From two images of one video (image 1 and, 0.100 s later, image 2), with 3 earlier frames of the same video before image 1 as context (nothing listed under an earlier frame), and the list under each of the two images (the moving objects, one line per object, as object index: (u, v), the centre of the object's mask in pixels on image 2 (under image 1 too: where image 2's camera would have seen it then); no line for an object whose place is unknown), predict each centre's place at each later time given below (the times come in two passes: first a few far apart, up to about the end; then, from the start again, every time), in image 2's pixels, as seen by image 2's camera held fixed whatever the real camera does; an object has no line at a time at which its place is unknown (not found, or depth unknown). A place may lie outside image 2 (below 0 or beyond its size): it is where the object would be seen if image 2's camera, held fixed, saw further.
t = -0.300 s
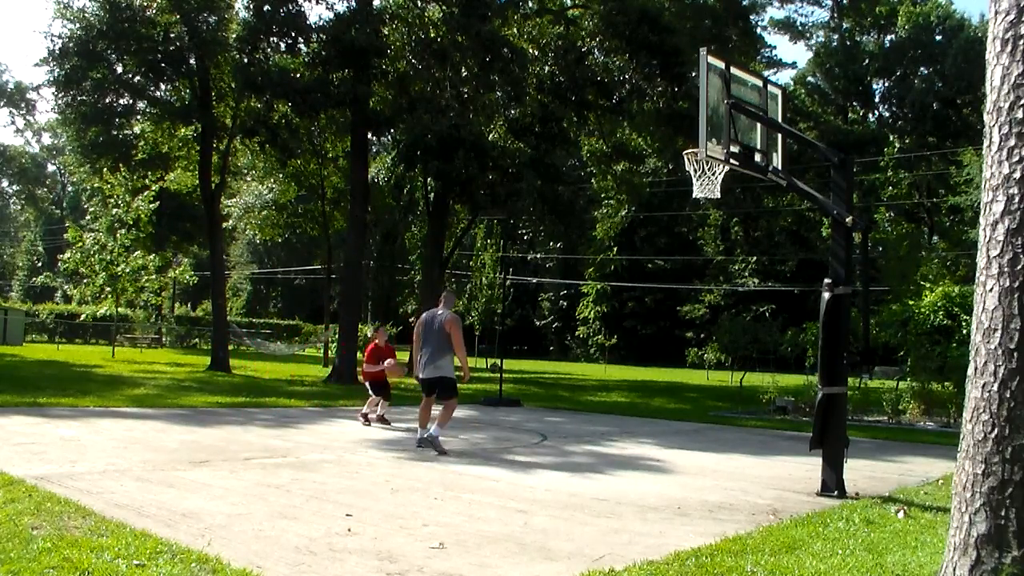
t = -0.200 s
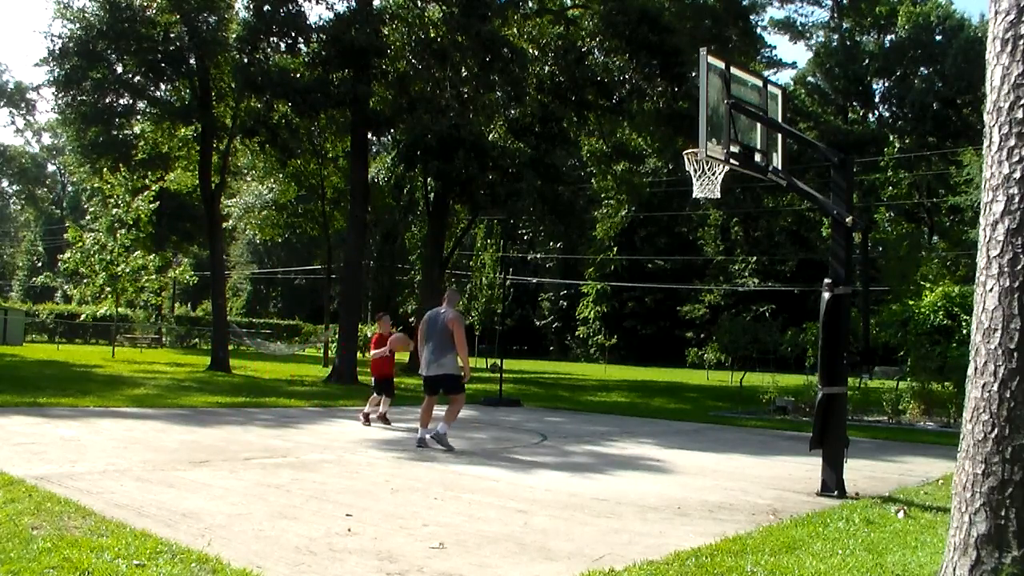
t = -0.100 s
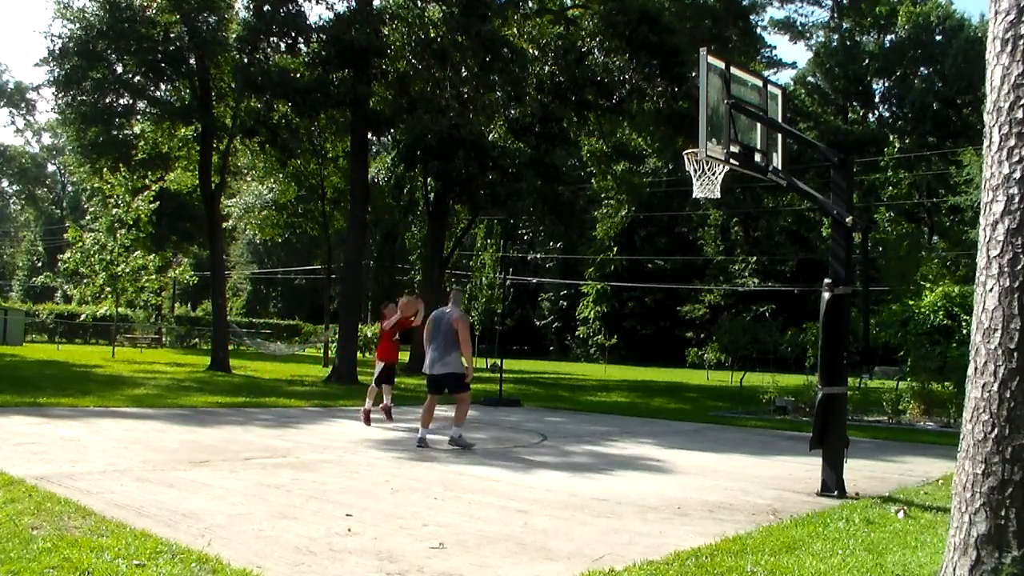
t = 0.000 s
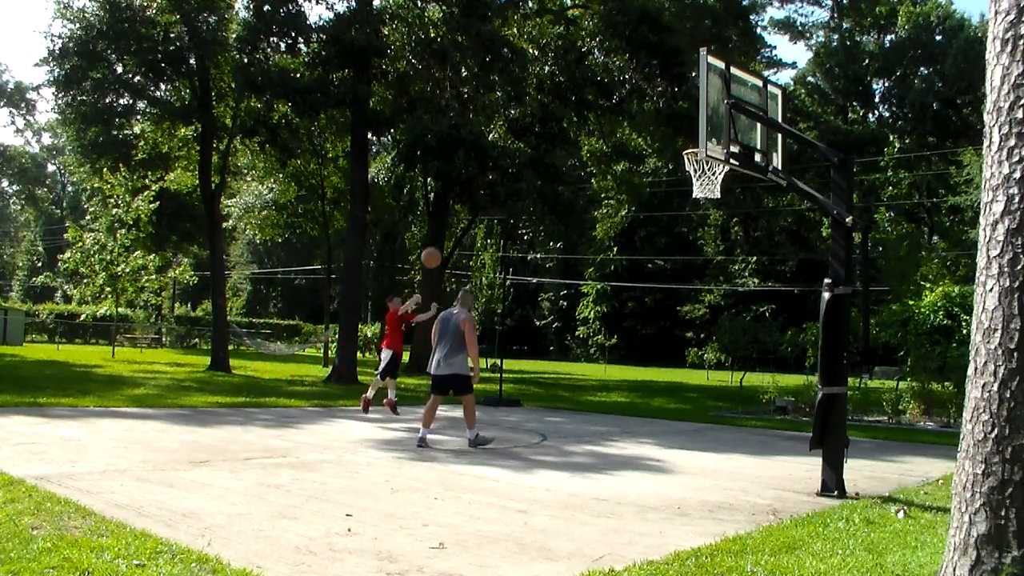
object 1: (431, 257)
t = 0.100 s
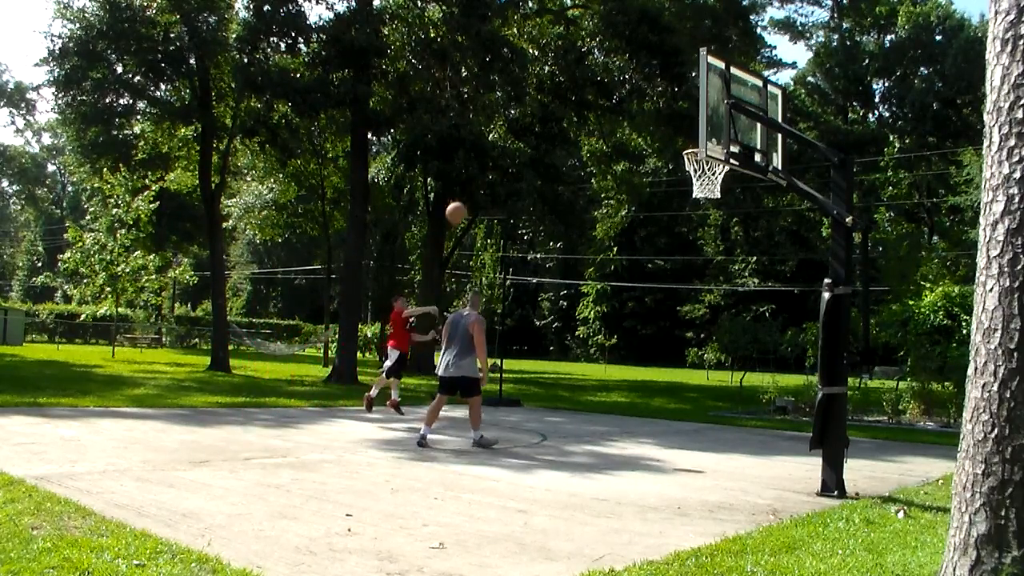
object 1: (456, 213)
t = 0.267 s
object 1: (499, 153)
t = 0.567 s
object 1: (581, 95)
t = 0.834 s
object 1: (663, 108)
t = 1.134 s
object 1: (687, 121)
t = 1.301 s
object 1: (647, 135)
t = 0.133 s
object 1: (464, 200)
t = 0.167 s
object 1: (473, 187)
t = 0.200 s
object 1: (481, 175)
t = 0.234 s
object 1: (490, 163)
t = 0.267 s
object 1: (499, 153)
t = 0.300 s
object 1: (507, 143)
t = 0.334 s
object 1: (516, 134)
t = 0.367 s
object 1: (525, 126)
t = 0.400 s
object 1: (534, 119)
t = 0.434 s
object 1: (543, 112)
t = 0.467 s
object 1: (552, 107)
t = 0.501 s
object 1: (562, 102)
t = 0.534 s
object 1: (571, 98)
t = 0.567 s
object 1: (581, 95)
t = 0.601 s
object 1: (591, 93)
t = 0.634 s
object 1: (600, 92)
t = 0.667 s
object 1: (610, 92)
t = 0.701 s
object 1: (621, 93)
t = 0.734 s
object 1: (631, 95)
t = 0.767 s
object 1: (641, 98)
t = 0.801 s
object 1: (652, 102)
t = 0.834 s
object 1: (663, 108)
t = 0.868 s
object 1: (674, 115)
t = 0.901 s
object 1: (685, 122)
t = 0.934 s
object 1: (692, 131)
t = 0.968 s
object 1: (706, 134)
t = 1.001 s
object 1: (715, 130)
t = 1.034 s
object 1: (715, 128)
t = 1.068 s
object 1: (707, 125)
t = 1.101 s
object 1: (691, 122)
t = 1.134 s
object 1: (687, 121)
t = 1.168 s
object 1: (679, 122)
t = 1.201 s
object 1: (671, 123)
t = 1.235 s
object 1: (663, 126)
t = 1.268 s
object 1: (655, 130)
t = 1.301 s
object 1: (647, 135)
